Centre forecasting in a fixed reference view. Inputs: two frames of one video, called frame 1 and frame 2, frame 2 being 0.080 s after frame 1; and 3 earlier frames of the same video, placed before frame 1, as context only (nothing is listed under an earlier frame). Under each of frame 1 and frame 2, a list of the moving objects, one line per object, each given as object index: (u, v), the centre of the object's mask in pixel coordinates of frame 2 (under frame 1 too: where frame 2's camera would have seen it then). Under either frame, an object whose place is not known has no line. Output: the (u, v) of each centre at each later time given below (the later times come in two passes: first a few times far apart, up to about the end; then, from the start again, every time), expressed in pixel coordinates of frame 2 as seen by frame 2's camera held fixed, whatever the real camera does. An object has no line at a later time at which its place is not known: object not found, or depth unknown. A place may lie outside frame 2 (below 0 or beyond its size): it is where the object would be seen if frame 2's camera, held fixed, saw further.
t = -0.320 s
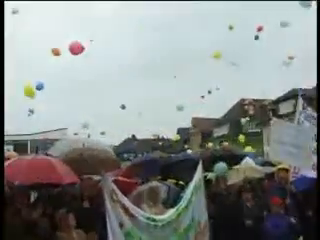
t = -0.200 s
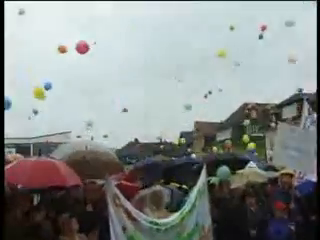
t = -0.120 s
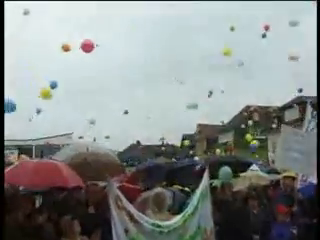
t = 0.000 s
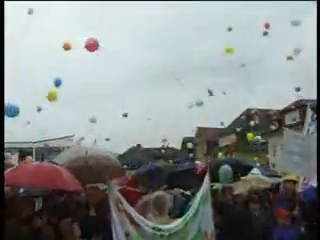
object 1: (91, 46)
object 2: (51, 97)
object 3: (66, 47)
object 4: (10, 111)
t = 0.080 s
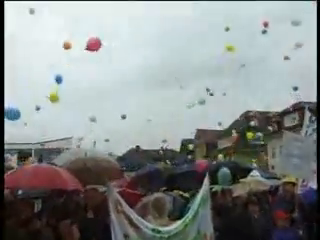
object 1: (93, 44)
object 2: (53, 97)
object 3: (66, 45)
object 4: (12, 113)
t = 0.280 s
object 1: (103, 41)
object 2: (59, 98)
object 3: (66, 41)
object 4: (16, 120)
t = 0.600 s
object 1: (126, 30)
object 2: (67, 99)
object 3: (68, 35)
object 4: (21, 120)
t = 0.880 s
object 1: (141, 11)
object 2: (78, 96)
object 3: (70, 28)
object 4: (35, 107)
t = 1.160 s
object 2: (94, 93)
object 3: (78, 20)
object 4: (56, 97)
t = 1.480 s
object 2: (110, 92)
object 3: (97, 14)
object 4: (83, 91)
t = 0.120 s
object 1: (94, 43)
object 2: (54, 97)
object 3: (67, 44)
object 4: (13, 115)
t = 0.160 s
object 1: (96, 43)
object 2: (57, 98)
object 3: (66, 43)
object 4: (14, 116)
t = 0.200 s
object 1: (98, 42)
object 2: (57, 98)
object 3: (66, 43)
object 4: (15, 117)
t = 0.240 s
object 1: (100, 42)
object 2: (58, 98)
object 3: (65, 42)
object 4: (15, 118)
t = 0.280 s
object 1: (103, 41)
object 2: (59, 98)
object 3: (66, 41)
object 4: (16, 120)
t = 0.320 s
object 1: (105, 40)
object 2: (60, 98)
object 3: (66, 41)
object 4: (16, 120)
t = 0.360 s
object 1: (108, 39)
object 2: (61, 98)
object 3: (66, 40)
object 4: (17, 121)
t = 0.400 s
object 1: (111, 37)
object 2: (62, 98)
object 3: (66, 39)
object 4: (18, 121)
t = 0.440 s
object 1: (114, 37)
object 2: (63, 98)
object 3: (66, 39)
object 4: (18, 122)
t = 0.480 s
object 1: (117, 35)
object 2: (64, 98)
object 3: (66, 38)
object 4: (19, 122)
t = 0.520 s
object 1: (120, 34)
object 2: (65, 98)
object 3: (67, 37)
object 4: (20, 121)
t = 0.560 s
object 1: (123, 31)
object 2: (66, 98)
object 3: (67, 36)
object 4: (20, 120)
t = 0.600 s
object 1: (126, 30)
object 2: (67, 99)
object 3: (68, 35)
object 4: (21, 120)
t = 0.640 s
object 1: (128, 28)
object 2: (68, 99)
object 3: (68, 34)
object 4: (21, 119)
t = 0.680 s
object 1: (131, 26)
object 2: (69, 98)
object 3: (68, 33)
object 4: (22, 117)
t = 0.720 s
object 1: (133, 23)
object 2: (70, 98)
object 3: (68, 32)
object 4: (24, 116)
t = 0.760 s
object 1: (136, 20)
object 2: (72, 97)
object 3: (69, 31)
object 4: (27, 114)
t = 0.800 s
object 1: (138, 17)
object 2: (74, 98)
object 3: (69, 30)
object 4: (29, 112)
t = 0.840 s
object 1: (139, 14)
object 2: (76, 97)
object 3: (69, 29)
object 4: (32, 110)
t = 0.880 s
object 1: (141, 11)
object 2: (78, 96)
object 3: (70, 28)
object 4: (35, 107)
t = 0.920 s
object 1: (142, 8)
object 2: (80, 95)
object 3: (71, 26)
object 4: (38, 105)
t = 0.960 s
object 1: (144, 5)
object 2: (83, 95)
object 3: (71, 25)
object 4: (41, 104)
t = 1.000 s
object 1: (144, 3)
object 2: (85, 94)
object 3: (72, 24)
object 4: (44, 102)
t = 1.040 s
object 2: (87, 94)
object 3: (74, 23)
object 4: (47, 100)
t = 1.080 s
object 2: (90, 94)
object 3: (75, 22)
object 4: (50, 99)
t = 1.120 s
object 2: (91, 93)
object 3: (77, 21)
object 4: (53, 98)
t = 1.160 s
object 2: (94, 93)
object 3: (78, 20)
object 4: (56, 97)
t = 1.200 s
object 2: (96, 93)
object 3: (80, 19)
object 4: (59, 96)
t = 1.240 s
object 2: (98, 92)
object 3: (82, 18)
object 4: (62, 95)
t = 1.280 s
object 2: (101, 93)
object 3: (85, 18)
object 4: (66, 94)
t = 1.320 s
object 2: (102, 92)
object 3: (86, 17)
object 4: (68, 93)
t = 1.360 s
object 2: (104, 92)
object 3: (88, 16)
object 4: (72, 93)
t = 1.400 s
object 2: (105, 92)
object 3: (92, 15)
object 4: (75, 92)
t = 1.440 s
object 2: (107, 92)
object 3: (94, 15)
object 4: (79, 91)
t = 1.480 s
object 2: (110, 92)
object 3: (97, 14)
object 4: (83, 91)
